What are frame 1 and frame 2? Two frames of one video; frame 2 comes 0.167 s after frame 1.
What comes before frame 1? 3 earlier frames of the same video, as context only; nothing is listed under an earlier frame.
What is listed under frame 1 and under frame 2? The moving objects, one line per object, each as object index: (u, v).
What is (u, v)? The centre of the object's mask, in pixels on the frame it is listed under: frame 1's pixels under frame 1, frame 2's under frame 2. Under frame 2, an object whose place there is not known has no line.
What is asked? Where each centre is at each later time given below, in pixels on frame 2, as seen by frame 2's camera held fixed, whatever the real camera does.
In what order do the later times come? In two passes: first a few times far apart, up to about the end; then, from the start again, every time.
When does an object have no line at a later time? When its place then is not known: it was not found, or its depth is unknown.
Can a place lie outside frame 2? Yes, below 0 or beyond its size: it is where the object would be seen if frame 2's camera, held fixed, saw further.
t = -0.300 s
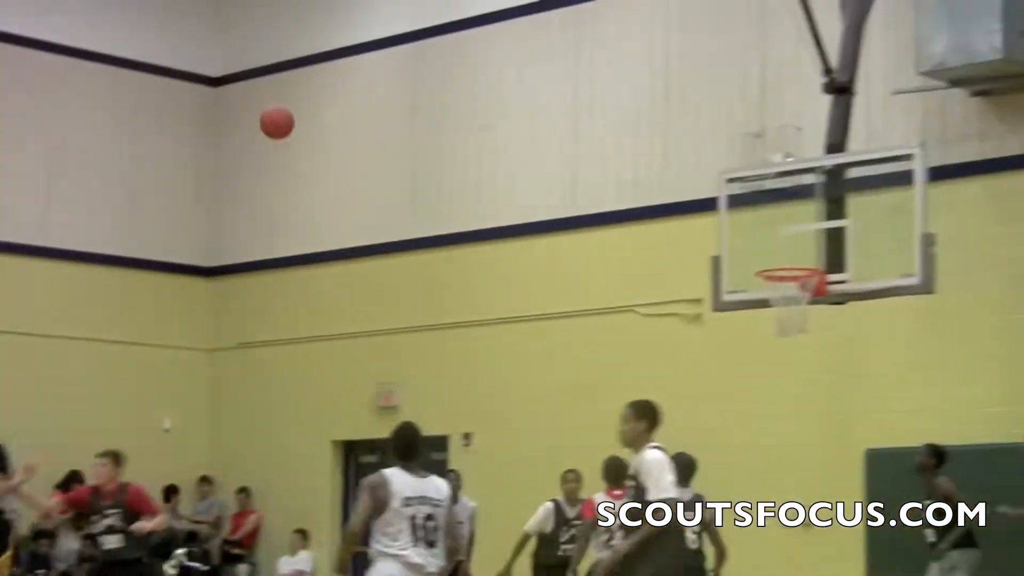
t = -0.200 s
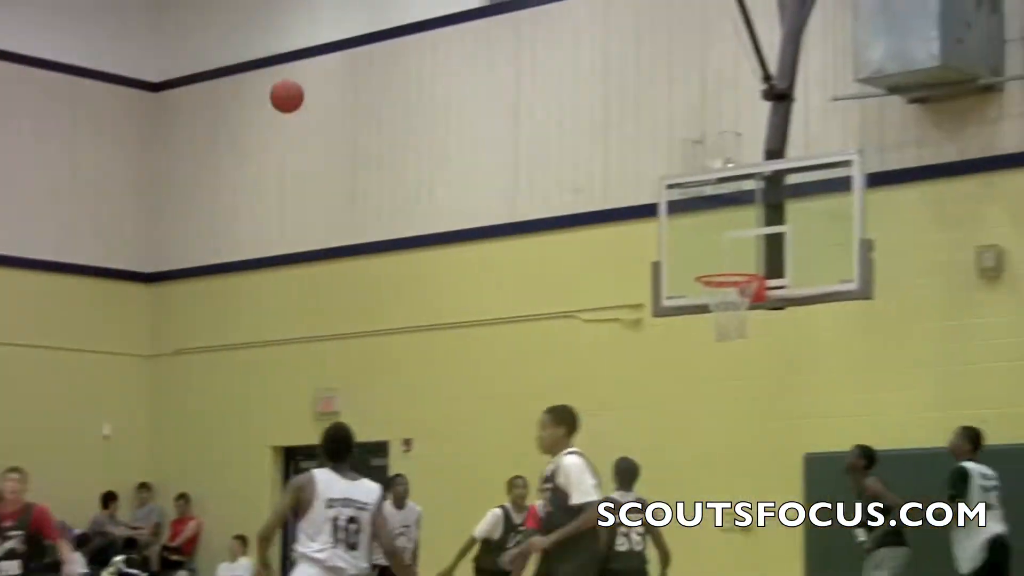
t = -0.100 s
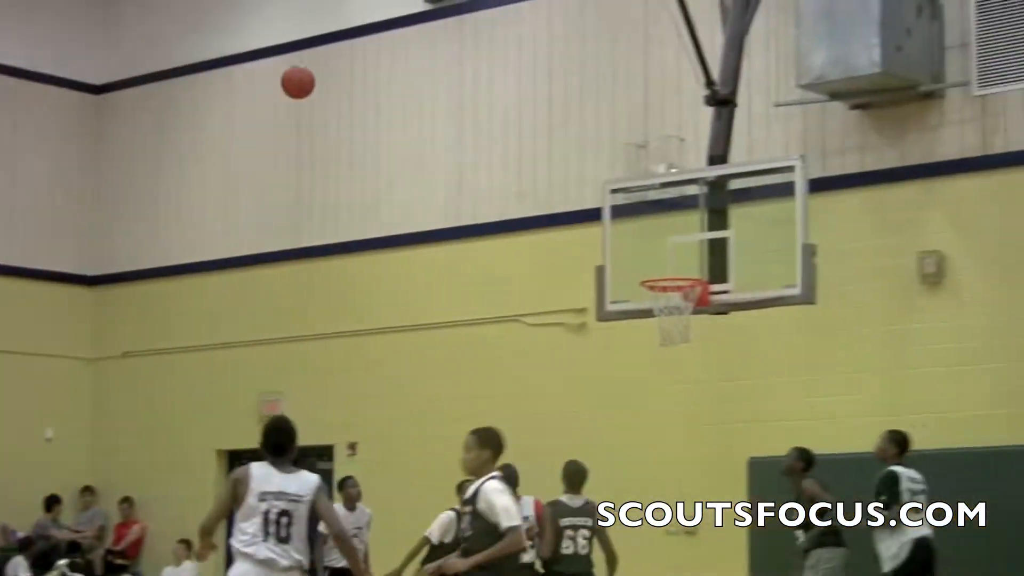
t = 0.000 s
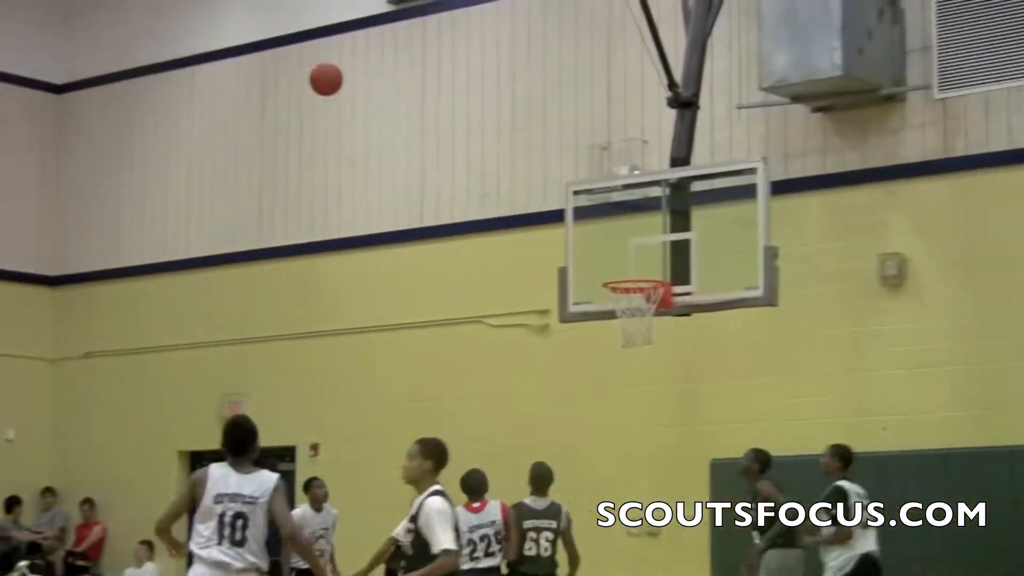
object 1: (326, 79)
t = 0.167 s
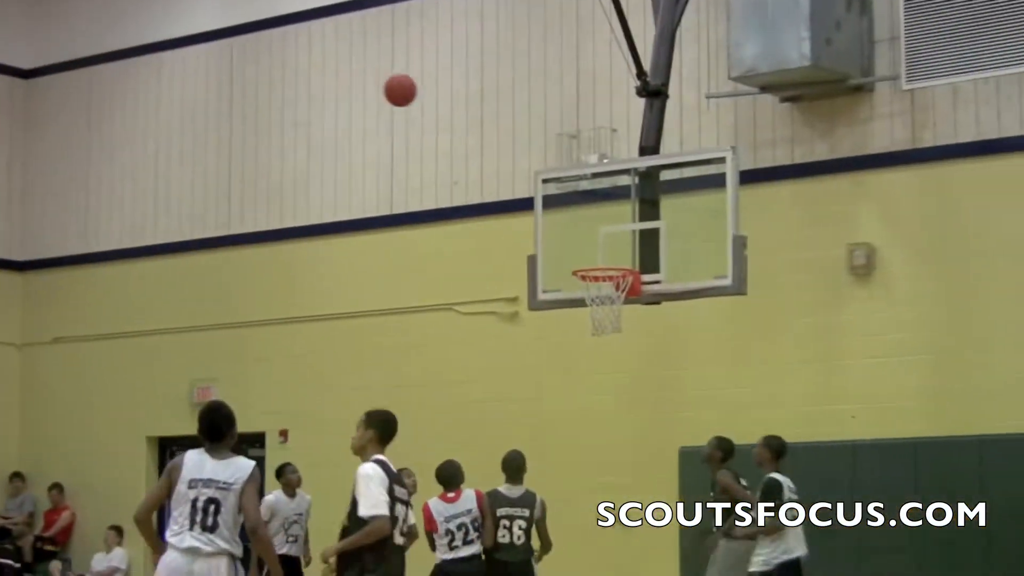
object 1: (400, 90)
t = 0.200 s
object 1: (421, 99)
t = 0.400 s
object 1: (539, 181)
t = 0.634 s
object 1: (599, 287)
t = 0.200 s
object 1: (421, 99)
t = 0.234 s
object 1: (441, 109)
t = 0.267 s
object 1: (461, 120)
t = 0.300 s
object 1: (481, 133)
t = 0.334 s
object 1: (501, 148)
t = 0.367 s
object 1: (520, 164)
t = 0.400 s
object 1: (539, 181)
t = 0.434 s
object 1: (558, 200)
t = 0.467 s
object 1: (578, 220)
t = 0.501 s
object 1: (596, 241)
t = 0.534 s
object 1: (615, 258)
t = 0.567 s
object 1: (612, 276)
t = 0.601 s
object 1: (605, 282)
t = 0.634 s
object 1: (599, 287)
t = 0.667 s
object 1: (591, 299)
